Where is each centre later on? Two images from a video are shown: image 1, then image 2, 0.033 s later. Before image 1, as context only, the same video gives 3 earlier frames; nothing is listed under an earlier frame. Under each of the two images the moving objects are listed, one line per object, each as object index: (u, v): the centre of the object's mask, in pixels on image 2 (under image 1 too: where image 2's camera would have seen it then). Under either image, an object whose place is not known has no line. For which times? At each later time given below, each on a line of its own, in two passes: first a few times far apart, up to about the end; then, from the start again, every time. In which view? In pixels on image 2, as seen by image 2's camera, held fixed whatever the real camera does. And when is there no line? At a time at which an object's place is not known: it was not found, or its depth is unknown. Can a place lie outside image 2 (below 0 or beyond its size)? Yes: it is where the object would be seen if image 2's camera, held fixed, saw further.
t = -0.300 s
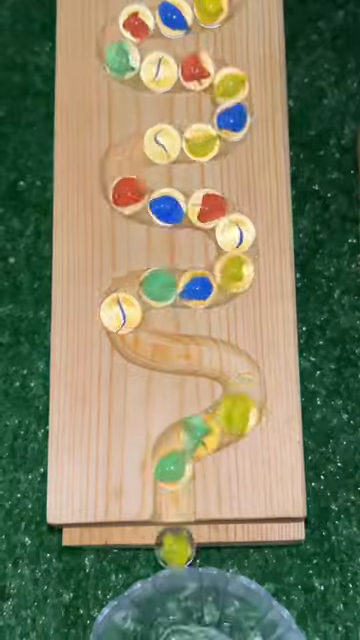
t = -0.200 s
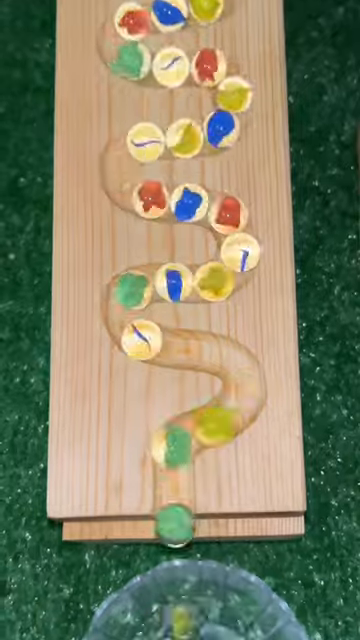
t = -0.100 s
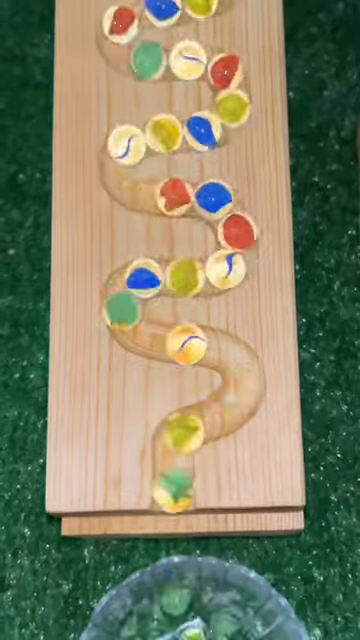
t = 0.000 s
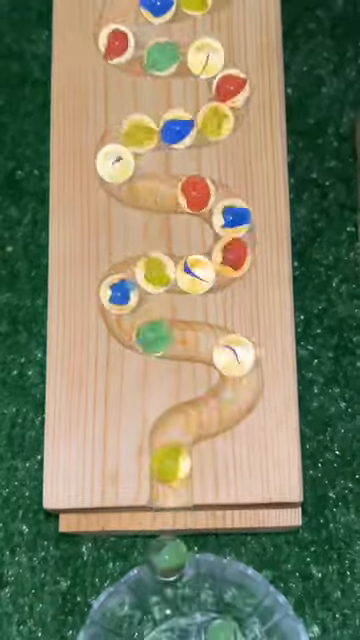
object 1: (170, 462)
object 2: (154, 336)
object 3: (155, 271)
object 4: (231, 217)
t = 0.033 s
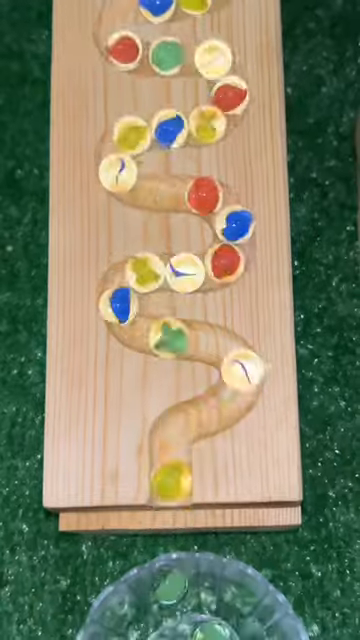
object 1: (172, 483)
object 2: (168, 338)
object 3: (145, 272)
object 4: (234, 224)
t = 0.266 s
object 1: (169, 638)
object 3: (153, 334)
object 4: (198, 273)
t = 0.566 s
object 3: (206, 415)
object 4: (115, 295)
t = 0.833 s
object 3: (171, 552)
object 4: (220, 345)
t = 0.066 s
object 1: (171, 501)
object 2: (184, 339)
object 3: (134, 274)
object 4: (235, 235)
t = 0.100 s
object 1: (167, 524)
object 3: (126, 281)
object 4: (236, 246)
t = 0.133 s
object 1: (166, 550)
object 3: (119, 292)
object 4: (233, 254)
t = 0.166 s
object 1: (167, 573)
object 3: (119, 305)
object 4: (226, 261)
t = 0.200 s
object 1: (170, 616)
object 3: (125, 320)
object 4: (216, 268)
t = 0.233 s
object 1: (172, 630)
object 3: (136, 330)
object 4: (207, 272)
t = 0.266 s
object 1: (169, 638)
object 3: (153, 334)
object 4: (198, 273)
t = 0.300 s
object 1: (170, 641)
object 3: (170, 337)
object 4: (188, 273)
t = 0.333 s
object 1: (172, 641)
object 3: (187, 338)
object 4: (180, 272)
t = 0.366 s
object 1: (170, 642)
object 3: (206, 342)
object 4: (170, 271)
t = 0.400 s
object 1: (167, 643)
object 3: (224, 347)
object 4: (159, 271)
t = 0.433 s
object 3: (237, 360)
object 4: (149, 272)
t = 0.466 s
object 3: (242, 379)
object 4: (140, 272)
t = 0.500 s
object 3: (236, 395)
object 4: (132, 276)
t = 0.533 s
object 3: (223, 407)
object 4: (124, 284)
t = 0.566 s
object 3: (206, 415)
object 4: (115, 295)
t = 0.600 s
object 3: (188, 421)
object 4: (118, 307)
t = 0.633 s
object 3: (173, 429)
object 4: (125, 318)
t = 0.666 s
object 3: (167, 445)
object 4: (136, 330)
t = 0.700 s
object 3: (169, 460)
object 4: (152, 334)
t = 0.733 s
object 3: (170, 482)
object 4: (168, 337)
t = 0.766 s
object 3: (171, 503)
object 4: (185, 338)
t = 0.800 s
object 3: (171, 527)
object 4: (203, 341)
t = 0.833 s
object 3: (171, 552)
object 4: (220, 345)
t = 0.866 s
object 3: (174, 582)
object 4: (234, 356)
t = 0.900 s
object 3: (163, 583)
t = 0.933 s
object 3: (156, 601)
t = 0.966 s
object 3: (155, 619)
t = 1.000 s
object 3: (152, 628)
